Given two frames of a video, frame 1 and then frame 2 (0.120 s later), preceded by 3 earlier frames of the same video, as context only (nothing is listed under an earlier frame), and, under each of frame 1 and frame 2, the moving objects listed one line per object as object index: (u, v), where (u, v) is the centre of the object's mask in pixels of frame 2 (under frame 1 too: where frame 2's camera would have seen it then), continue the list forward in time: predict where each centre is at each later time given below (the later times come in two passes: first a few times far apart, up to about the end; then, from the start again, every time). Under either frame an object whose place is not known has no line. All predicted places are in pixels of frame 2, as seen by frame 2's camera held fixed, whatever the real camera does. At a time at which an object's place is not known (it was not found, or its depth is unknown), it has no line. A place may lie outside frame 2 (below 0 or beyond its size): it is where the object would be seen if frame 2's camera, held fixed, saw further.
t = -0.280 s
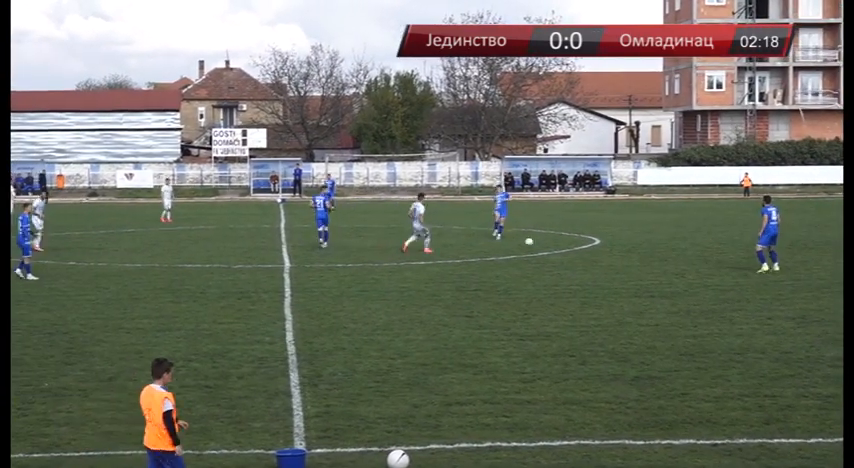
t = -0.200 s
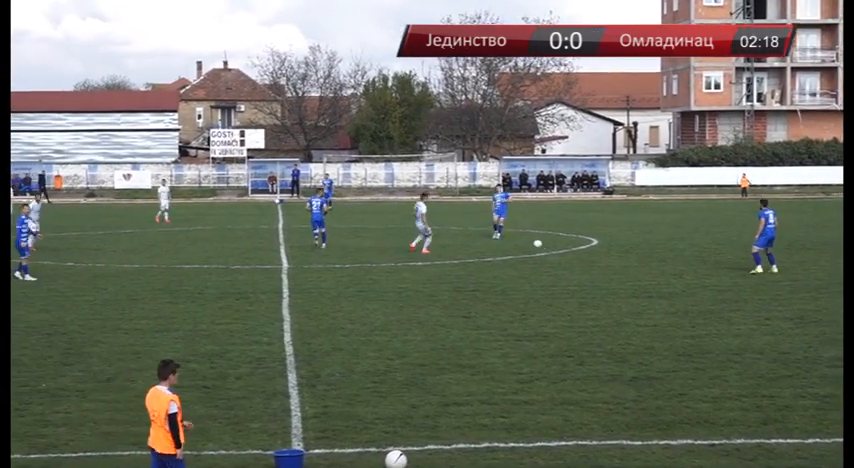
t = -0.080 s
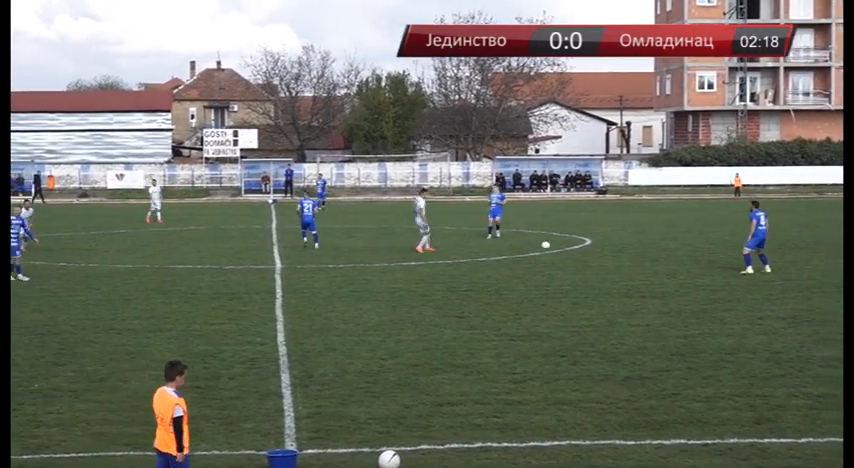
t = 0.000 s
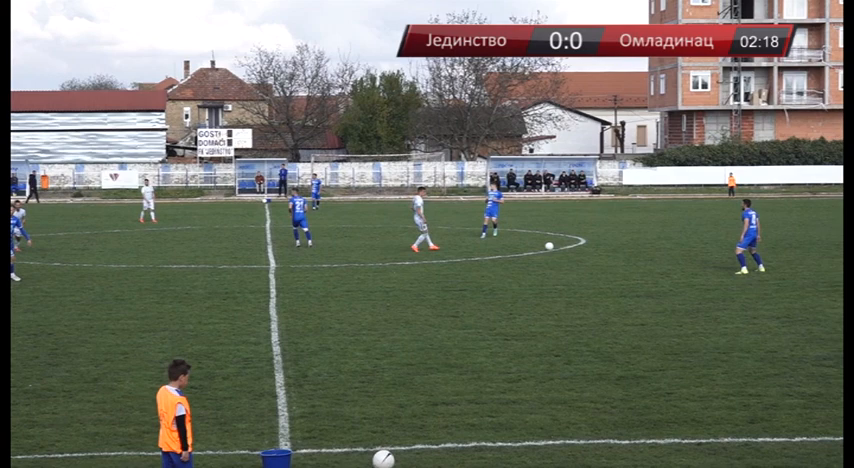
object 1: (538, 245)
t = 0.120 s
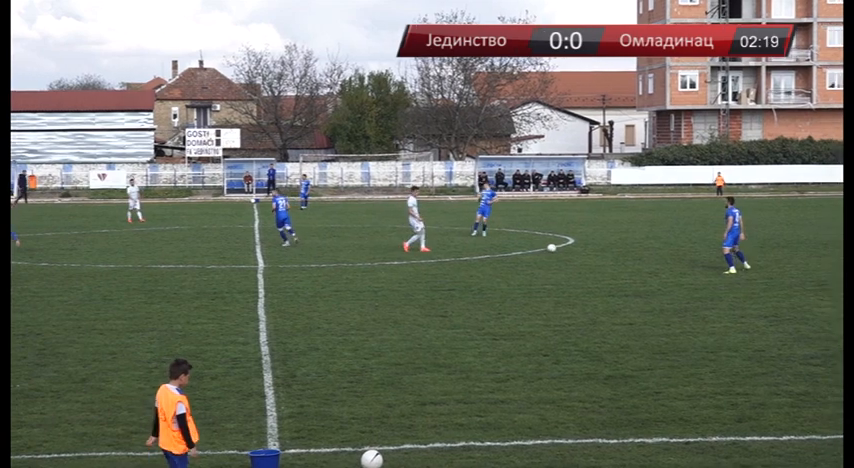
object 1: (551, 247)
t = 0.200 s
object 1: (560, 248)
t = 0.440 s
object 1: (587, 254)
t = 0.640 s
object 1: (609, 259)
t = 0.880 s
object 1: (636, 263)
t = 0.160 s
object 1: (556, 247)
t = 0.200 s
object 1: (560, 248)
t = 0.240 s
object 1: (565, 249)
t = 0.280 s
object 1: (569, 251)
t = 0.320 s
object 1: (574, 251)
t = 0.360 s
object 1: (578, 252)
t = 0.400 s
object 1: (583, 253)
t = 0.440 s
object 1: (587, 254)
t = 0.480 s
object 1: (591, 256)
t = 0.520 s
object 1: (596, 256)
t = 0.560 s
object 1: (600, 256)
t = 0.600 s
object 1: (604, 257)
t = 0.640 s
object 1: (609, 259)
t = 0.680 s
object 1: (613, 260)
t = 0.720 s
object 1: (617, 260)
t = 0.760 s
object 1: (622, 261)
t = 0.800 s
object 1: (626, 262)
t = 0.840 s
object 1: (631, 263)
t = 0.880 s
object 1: (636, 263)
